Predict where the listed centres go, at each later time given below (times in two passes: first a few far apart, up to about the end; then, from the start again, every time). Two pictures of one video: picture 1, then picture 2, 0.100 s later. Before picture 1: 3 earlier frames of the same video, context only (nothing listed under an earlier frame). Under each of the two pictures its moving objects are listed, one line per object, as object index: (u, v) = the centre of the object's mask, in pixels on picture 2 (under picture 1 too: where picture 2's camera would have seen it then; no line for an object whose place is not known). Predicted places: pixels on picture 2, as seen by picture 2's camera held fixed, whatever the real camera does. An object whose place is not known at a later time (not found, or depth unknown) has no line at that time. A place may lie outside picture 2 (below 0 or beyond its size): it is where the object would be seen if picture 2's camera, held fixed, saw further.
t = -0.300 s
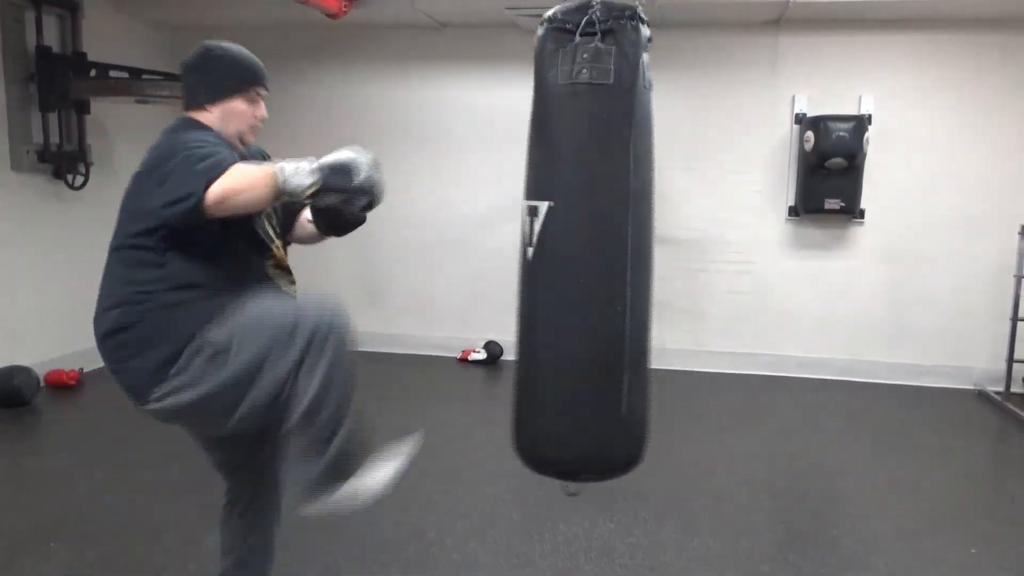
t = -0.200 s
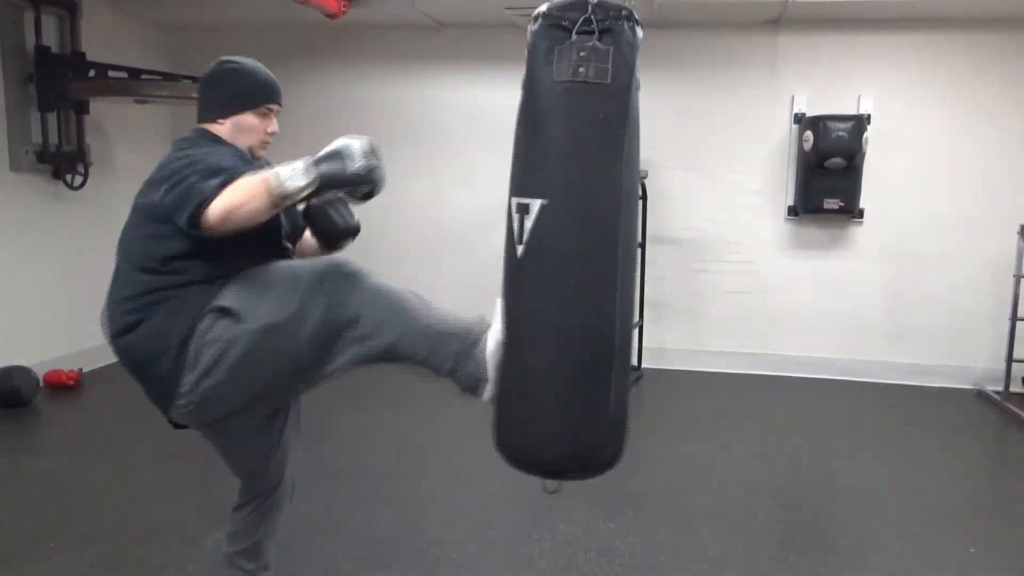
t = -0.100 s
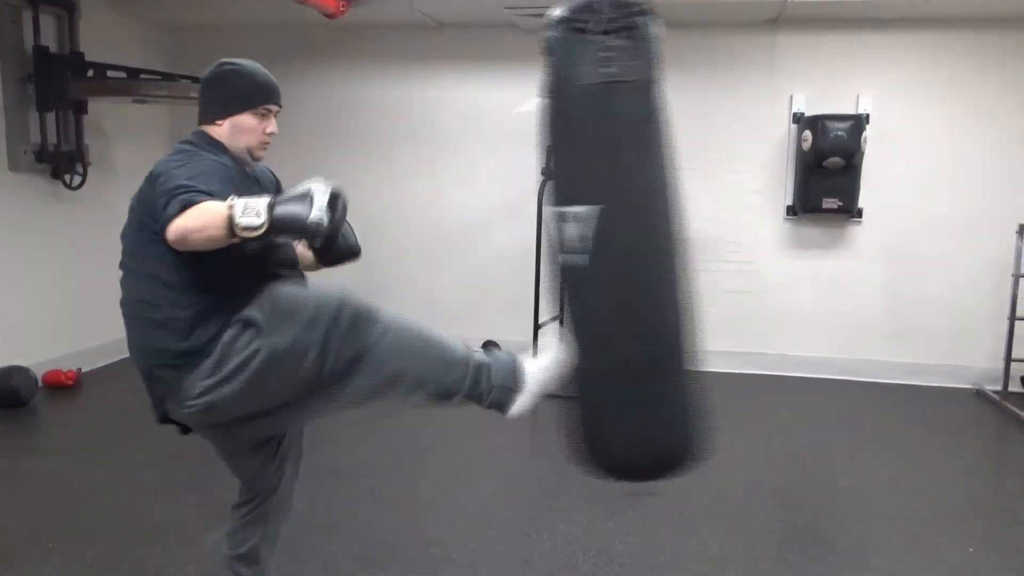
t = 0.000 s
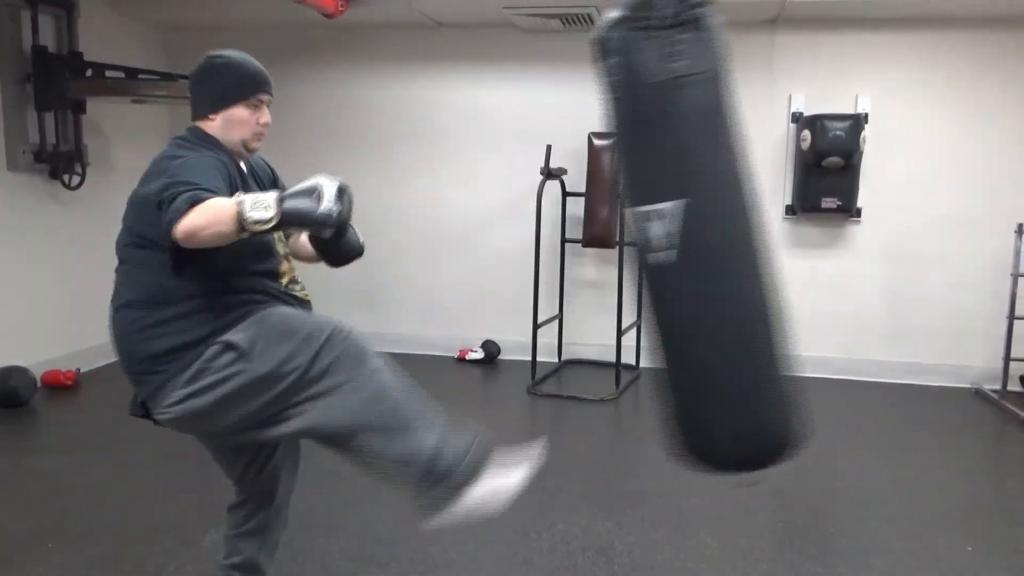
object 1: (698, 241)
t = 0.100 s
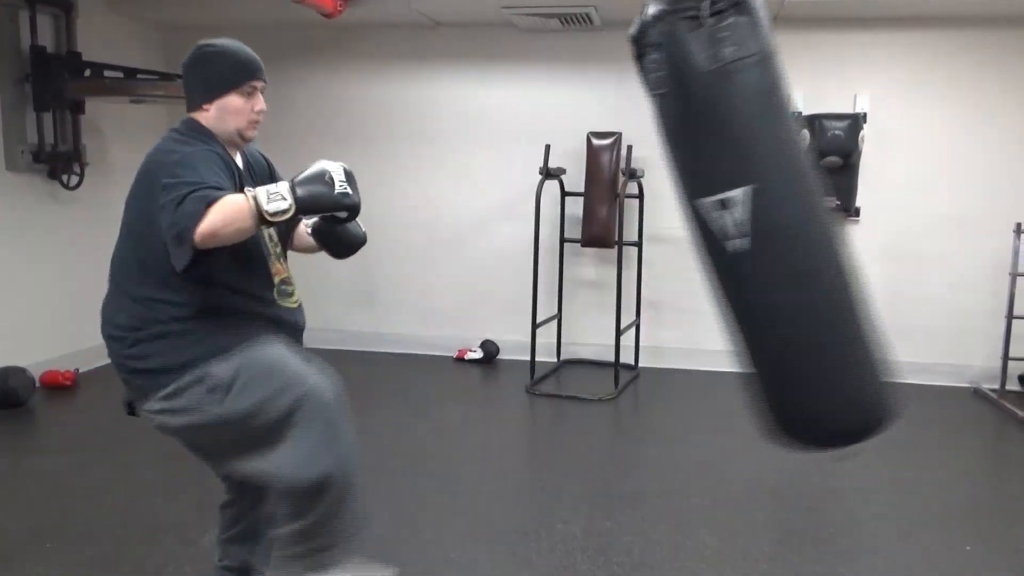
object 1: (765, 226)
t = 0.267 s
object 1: (849, 195)
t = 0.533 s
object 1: (880, 177)
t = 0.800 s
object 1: (789, 218)
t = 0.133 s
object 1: (784, 219)
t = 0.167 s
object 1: (803, 213)
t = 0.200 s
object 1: (820, 206)
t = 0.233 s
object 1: (835, 199)
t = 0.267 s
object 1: (849, 195)
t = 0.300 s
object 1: (860, 189)
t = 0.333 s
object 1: (869, 186)
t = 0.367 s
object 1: (875, 180)
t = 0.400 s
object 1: (879, 178)
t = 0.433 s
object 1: (881, 175)
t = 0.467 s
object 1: (882, 173)
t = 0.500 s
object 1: (882, 174)
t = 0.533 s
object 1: (880, 177)
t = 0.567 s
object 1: (876, 180)
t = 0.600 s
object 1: (871, 183)
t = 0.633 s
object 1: (863, 187)
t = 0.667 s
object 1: (851, 192)
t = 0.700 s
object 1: (839, 198)
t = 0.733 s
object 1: (824, 203)
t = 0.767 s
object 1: (809, 212)
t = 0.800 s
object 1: (789, 218)
